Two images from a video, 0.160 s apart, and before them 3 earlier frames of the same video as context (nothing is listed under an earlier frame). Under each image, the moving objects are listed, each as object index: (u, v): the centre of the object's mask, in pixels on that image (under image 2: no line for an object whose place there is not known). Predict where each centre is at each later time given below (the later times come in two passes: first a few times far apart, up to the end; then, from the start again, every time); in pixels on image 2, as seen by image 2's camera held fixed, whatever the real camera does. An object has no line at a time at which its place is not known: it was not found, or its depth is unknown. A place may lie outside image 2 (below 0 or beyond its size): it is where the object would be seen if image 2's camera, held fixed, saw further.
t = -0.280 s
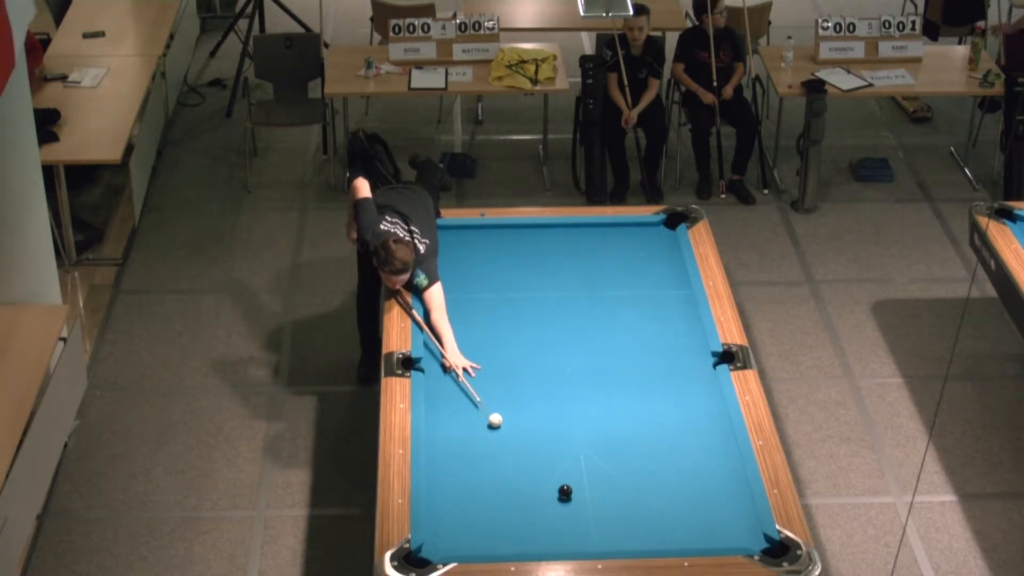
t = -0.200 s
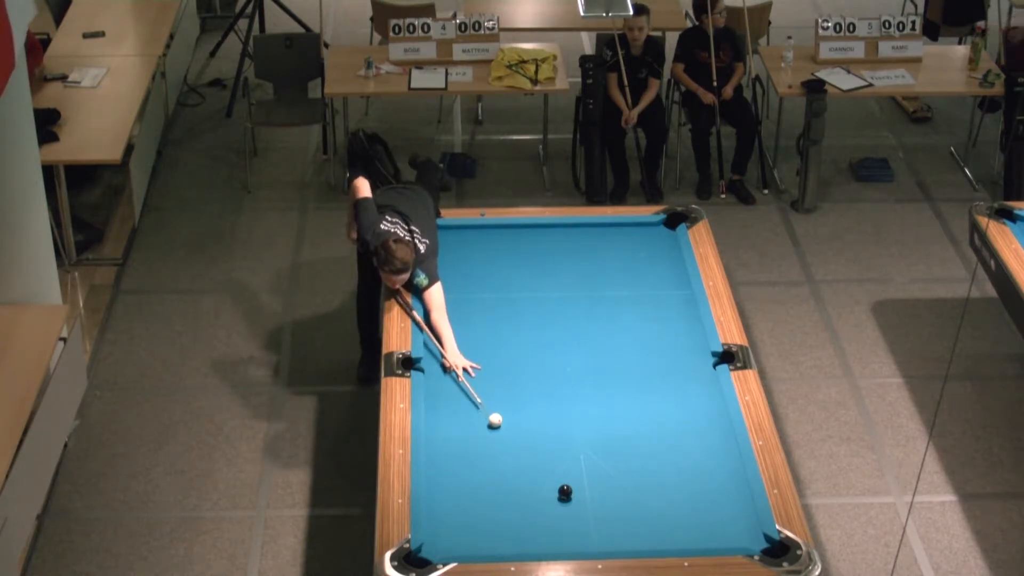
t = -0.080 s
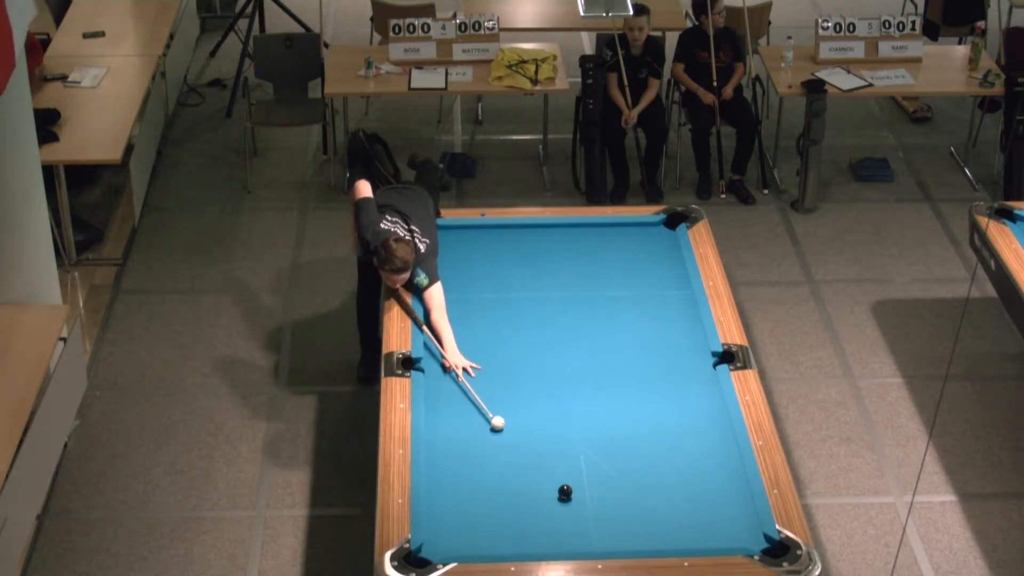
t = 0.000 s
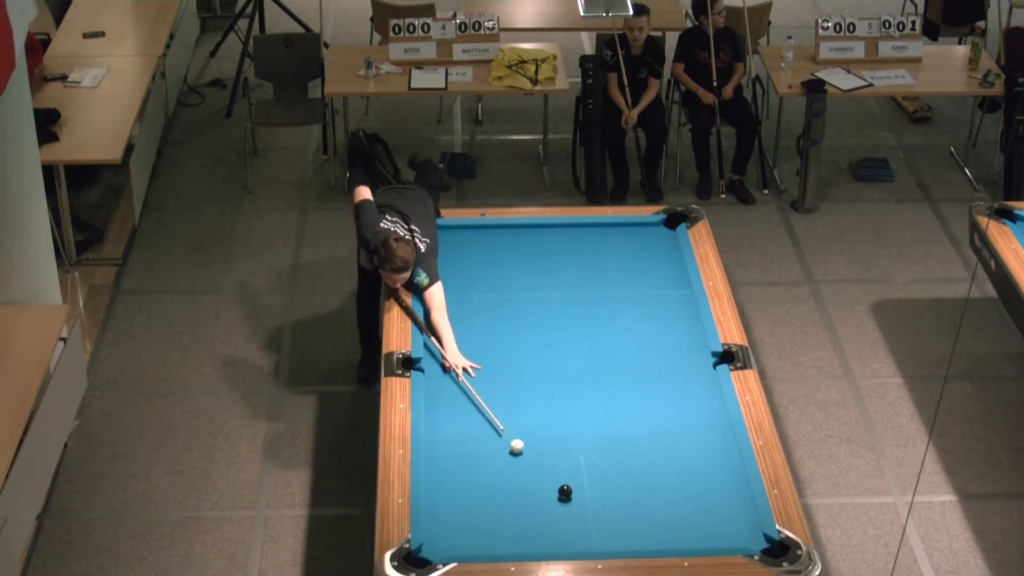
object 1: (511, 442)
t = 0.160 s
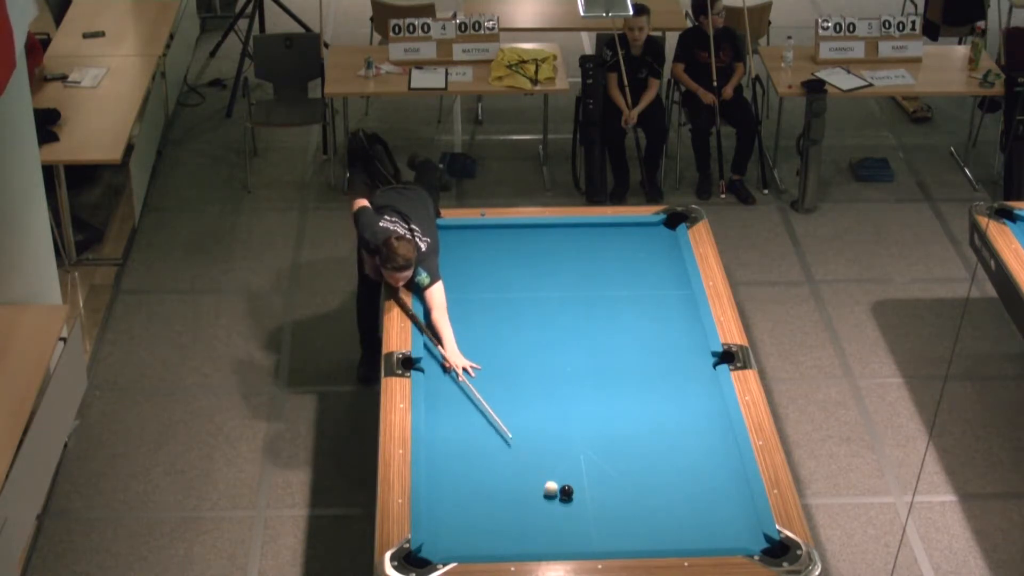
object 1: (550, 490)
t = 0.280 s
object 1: (542, 510)
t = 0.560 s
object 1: (527, 545)
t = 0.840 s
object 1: (499, 521)
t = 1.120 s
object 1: (475, 497)
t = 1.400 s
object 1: (452, 476)
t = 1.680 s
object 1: (432, 456)
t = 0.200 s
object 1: (547, 497)
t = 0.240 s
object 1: (544, 503)
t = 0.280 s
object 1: (542, 510)
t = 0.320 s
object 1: (540, 517)
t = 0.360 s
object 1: (538, 524)
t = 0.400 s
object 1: (536, 531)
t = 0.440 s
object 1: (534, 538)
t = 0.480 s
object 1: (533, 544)
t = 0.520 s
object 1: (532, 548)
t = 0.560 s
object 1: (527, 545)
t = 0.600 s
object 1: (523, 542)
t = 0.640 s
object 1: (519, 538)
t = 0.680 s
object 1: (515, 535)
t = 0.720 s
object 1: (511, 531)
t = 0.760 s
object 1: (507, 528)
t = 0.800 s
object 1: (503, 524)
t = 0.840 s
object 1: (499, 521)
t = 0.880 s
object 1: (496, 517)
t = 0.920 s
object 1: (493, 514)
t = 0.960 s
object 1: (489, 510)
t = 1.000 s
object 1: (485, 507)
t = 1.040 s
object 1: (482, 504)
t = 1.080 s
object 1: (478, 501)
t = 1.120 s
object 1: (475, 497)
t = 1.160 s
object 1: (471, 494)
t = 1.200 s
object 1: (468, 491)
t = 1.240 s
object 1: (465, 488)
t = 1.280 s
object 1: (462, 485)
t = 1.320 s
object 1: (458, 482)
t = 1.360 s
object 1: (455, 479)
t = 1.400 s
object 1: (452, 476)
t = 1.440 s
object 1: (449, 473)
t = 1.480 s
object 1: (446, 470)
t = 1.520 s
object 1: (443, 468)
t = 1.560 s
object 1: (440, 465)
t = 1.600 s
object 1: (437, 462)
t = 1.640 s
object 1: (434, 459)
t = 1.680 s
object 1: (432, 456)
